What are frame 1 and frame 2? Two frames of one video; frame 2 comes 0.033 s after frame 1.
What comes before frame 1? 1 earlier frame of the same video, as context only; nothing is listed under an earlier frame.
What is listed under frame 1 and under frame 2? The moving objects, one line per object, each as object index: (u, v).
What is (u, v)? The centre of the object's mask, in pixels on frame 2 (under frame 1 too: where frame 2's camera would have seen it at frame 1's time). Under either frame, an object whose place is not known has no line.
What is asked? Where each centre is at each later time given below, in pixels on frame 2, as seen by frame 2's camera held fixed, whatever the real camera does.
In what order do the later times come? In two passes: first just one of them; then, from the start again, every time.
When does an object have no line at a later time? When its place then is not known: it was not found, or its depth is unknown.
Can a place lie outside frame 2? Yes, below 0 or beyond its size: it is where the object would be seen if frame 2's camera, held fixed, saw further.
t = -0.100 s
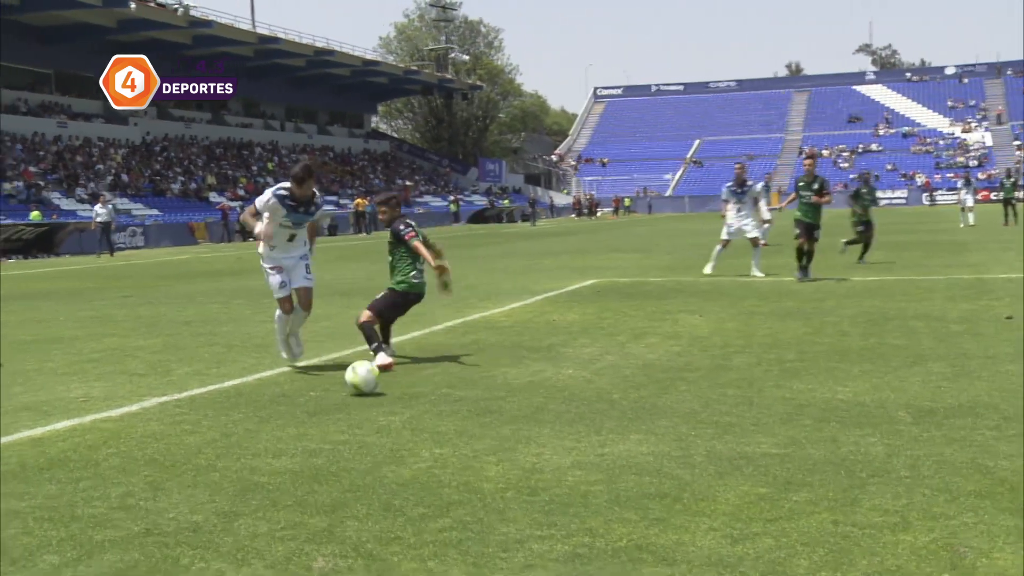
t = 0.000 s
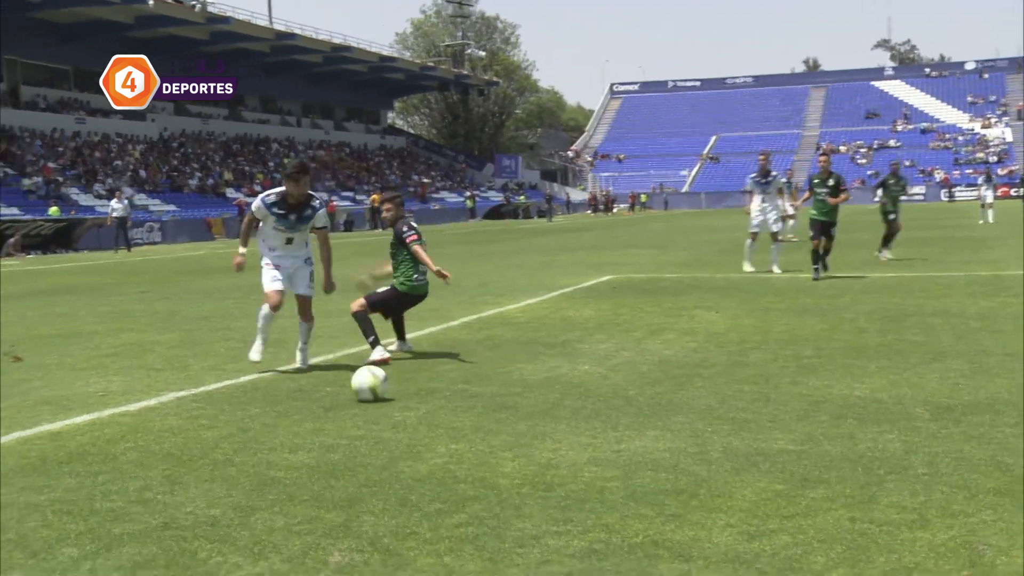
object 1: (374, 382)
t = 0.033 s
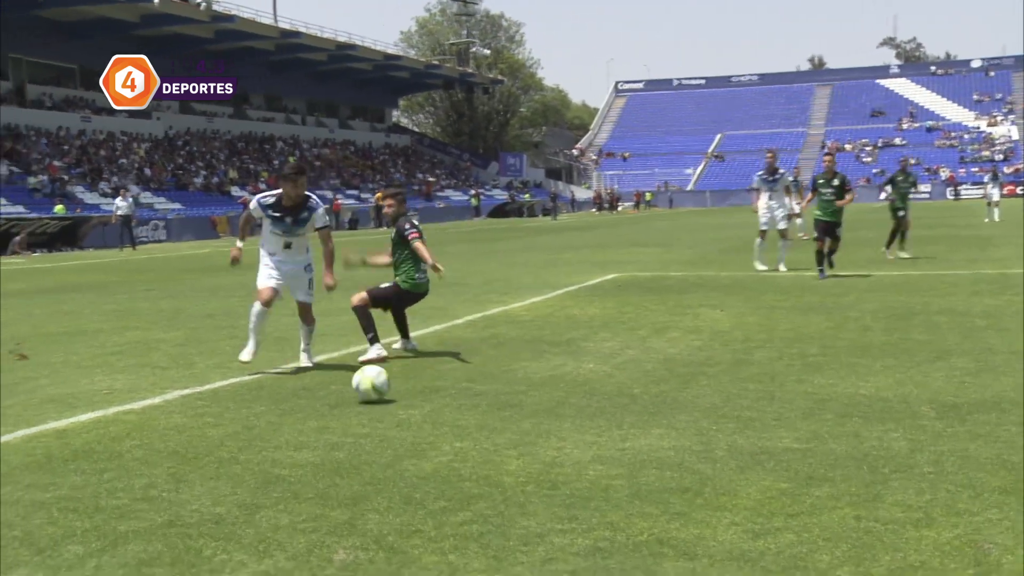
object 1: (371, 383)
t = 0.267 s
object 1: (343, 410)
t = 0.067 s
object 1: (367, 386)
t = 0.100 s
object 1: (363, 391)
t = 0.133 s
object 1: (360, 395)
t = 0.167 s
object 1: (356, 398)
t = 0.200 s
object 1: (352, 403)
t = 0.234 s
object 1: (348, 406)
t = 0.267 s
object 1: (343, 410)
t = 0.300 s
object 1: (340, 414)
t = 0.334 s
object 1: (335, 417)
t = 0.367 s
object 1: (330, 421)
